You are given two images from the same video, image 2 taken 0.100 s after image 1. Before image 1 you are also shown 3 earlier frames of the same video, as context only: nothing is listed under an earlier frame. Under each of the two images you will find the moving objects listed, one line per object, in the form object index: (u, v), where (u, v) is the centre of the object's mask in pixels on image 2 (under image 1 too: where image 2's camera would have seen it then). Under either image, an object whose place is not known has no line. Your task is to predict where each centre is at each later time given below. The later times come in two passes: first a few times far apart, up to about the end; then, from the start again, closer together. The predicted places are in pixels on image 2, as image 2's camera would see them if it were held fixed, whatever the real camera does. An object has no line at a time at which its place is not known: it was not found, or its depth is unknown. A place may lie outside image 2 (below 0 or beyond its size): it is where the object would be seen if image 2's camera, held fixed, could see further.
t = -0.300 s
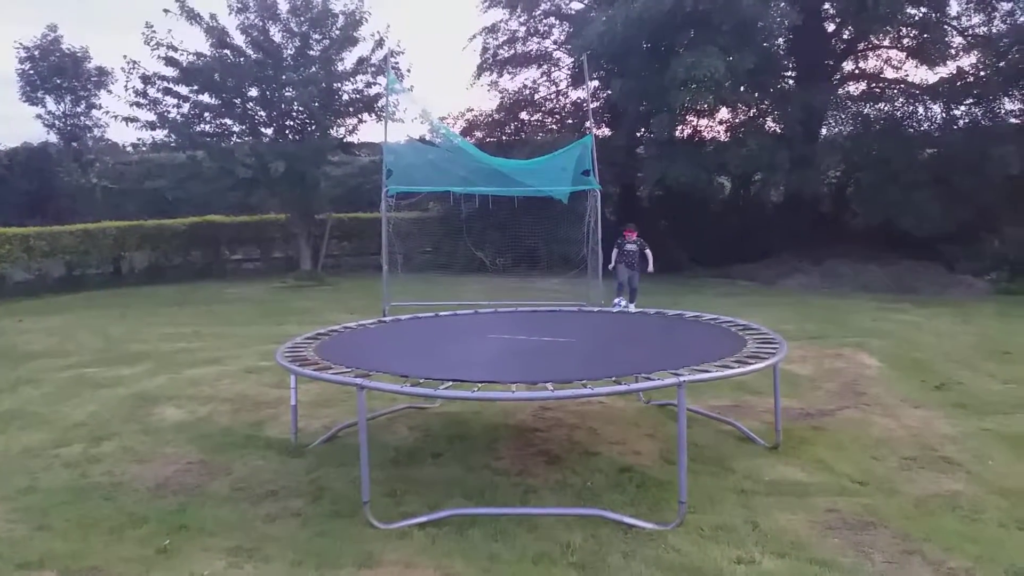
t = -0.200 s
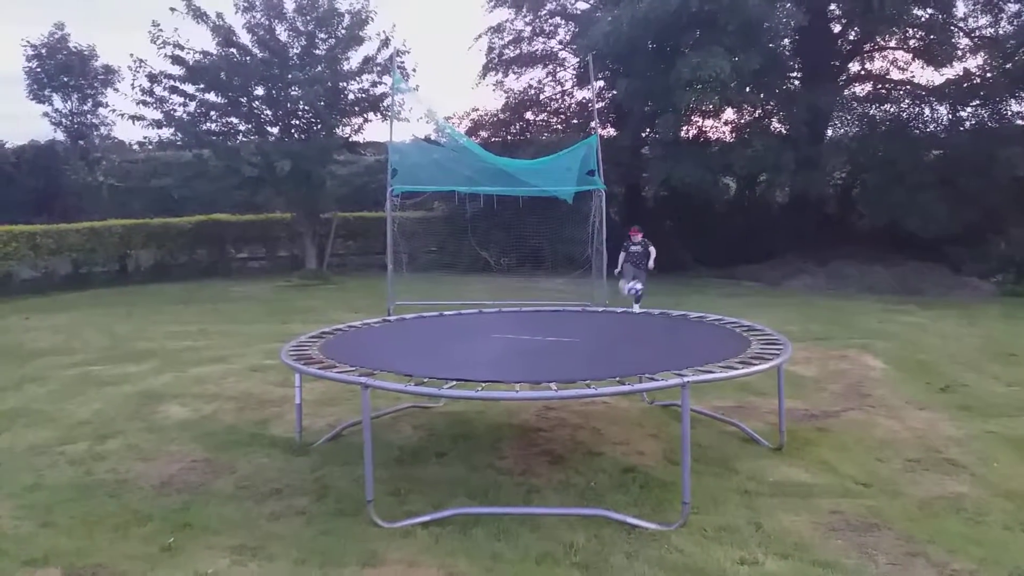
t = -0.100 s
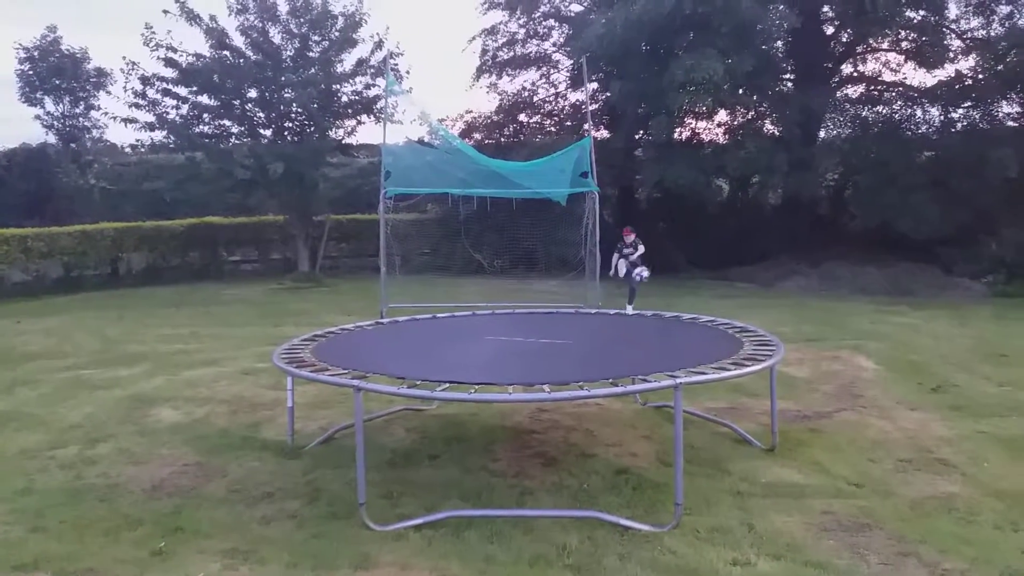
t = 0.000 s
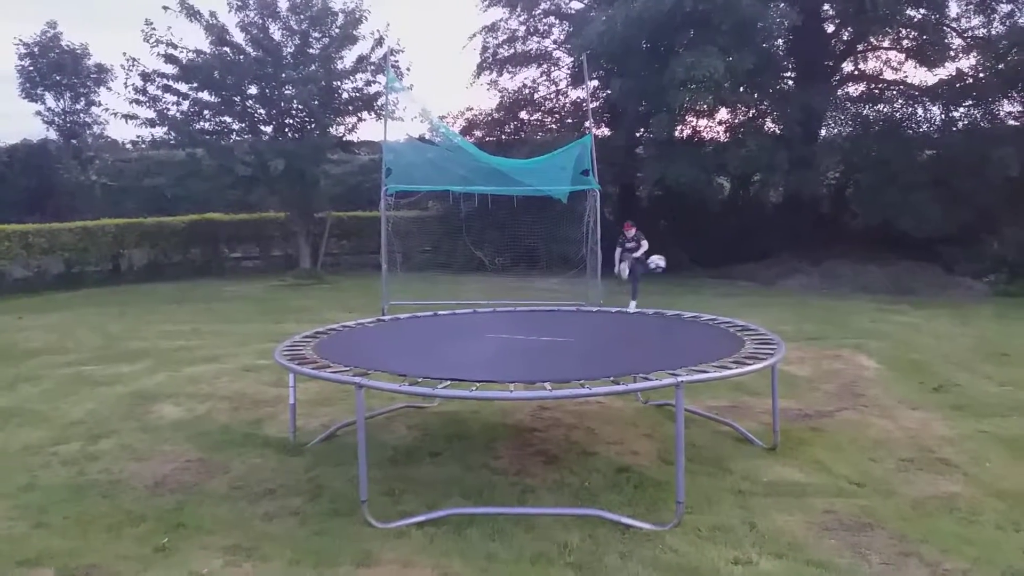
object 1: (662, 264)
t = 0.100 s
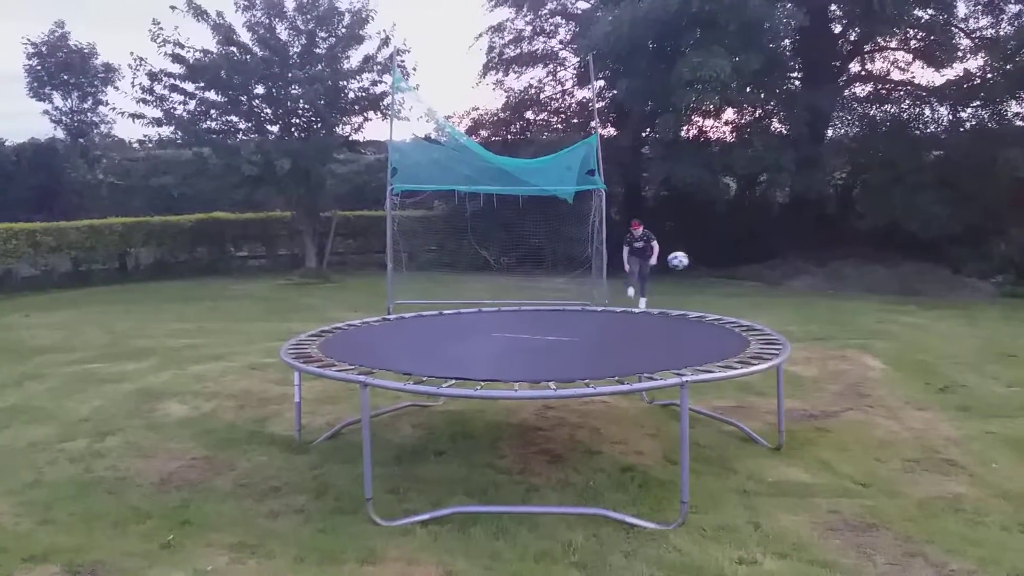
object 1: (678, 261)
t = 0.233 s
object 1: (702, 270)
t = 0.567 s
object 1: (781, 373)
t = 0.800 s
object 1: (829, 354)
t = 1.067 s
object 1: (894, 410)
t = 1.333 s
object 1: (985, 432)
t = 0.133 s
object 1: (684, 261)
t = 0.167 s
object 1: (690, 263)
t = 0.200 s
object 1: (696, 266)
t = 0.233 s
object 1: (702, 270)
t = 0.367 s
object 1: (730, 298)
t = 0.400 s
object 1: (738, 308)
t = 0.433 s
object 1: (746, 316)
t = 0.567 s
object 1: (781, 373)
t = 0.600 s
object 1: (791, 368)
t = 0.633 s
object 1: (796, 363)
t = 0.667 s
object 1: (802, 358)
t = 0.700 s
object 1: (808, 355)
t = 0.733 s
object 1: (814, 353)
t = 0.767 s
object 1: (821, 353)
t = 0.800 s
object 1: (829, 354)
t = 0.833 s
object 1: (837, 356)
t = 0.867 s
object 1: (844, 360)
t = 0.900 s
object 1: (851, 366)
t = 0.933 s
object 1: (858, 372)
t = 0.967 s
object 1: (867, 381)
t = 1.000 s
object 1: (875, 392)
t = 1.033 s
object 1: (884, 404)
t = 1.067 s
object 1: (894, 410)
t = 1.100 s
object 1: (904, 407)
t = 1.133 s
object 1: (915, 406)
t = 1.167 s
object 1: (926, 405)
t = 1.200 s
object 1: (938, 407)
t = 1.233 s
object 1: (950, 411)
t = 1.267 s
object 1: (961, 416)
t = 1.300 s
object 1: (972, 423)
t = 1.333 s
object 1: (985, 432)
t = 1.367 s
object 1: (997, 443)
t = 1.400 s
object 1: (1009, 445)
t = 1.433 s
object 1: (1022, 444)
